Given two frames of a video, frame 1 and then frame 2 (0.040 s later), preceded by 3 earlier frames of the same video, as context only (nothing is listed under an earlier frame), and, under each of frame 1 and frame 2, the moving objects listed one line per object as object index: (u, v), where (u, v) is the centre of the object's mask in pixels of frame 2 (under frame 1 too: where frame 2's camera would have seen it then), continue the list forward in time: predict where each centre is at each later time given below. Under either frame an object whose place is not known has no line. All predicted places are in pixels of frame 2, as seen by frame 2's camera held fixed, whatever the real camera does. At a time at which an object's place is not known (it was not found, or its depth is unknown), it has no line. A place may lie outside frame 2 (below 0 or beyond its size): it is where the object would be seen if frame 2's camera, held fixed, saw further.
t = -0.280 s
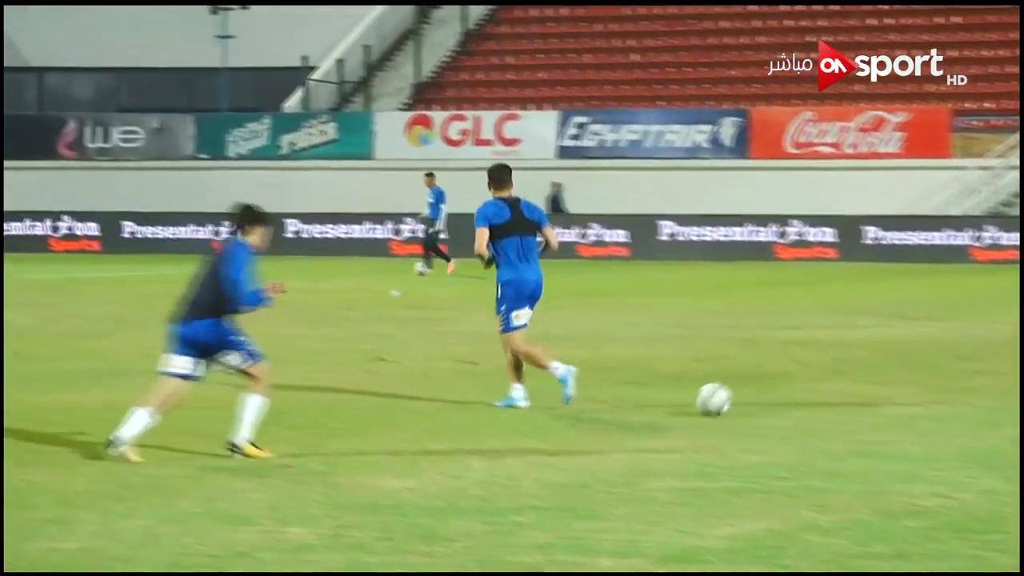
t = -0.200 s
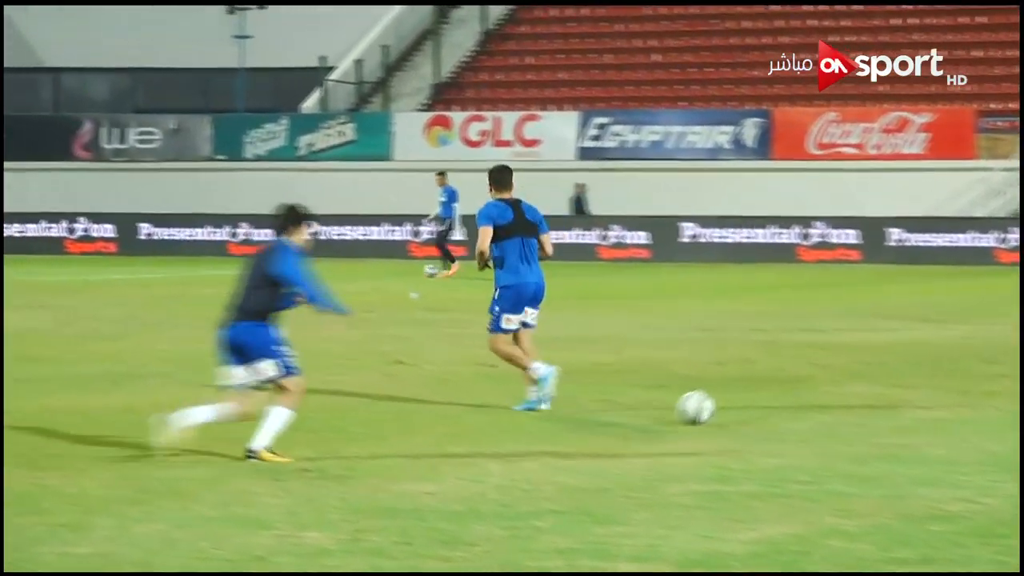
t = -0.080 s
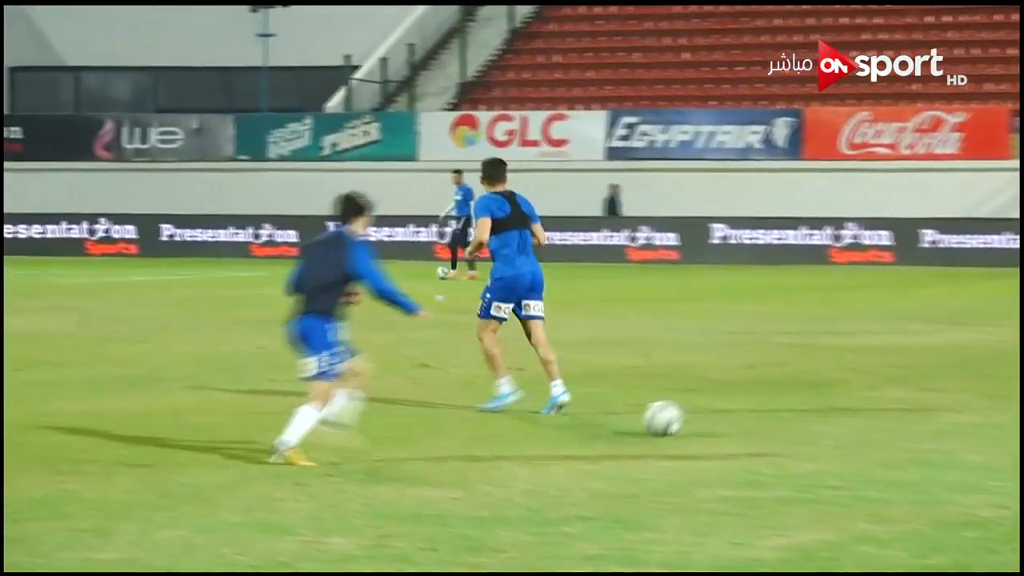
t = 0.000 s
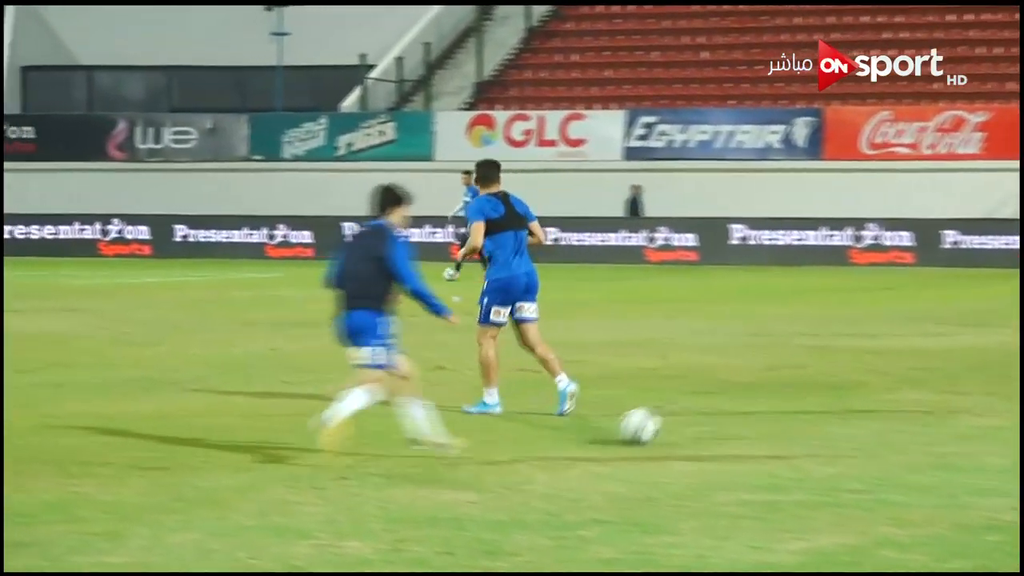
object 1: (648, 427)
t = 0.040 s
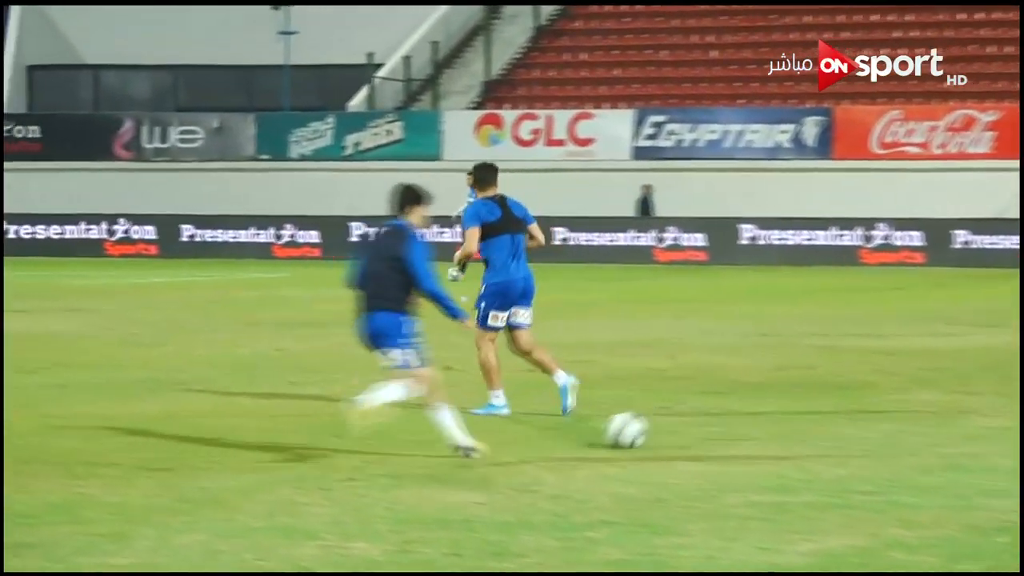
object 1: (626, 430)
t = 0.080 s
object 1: (603, 432)
